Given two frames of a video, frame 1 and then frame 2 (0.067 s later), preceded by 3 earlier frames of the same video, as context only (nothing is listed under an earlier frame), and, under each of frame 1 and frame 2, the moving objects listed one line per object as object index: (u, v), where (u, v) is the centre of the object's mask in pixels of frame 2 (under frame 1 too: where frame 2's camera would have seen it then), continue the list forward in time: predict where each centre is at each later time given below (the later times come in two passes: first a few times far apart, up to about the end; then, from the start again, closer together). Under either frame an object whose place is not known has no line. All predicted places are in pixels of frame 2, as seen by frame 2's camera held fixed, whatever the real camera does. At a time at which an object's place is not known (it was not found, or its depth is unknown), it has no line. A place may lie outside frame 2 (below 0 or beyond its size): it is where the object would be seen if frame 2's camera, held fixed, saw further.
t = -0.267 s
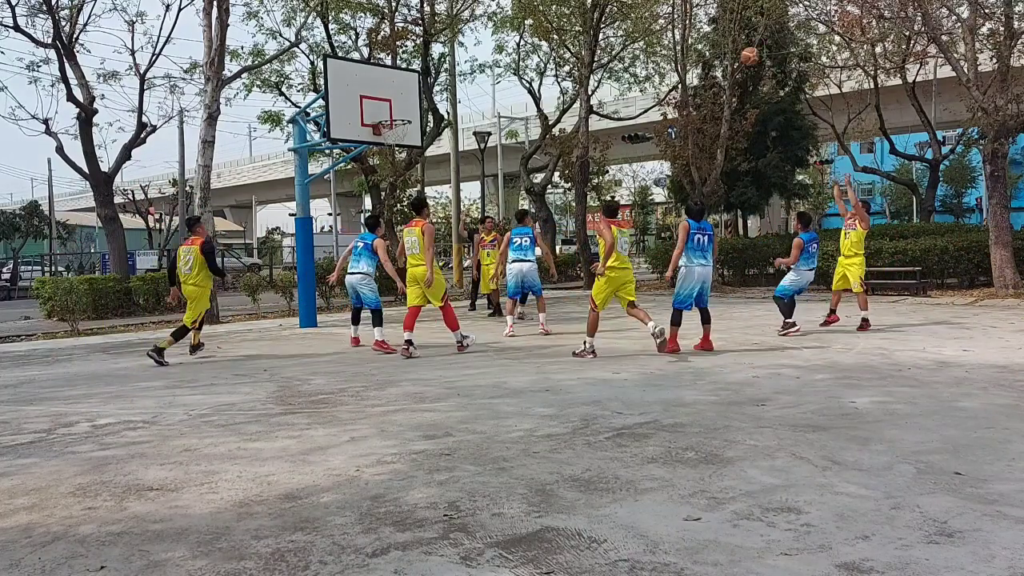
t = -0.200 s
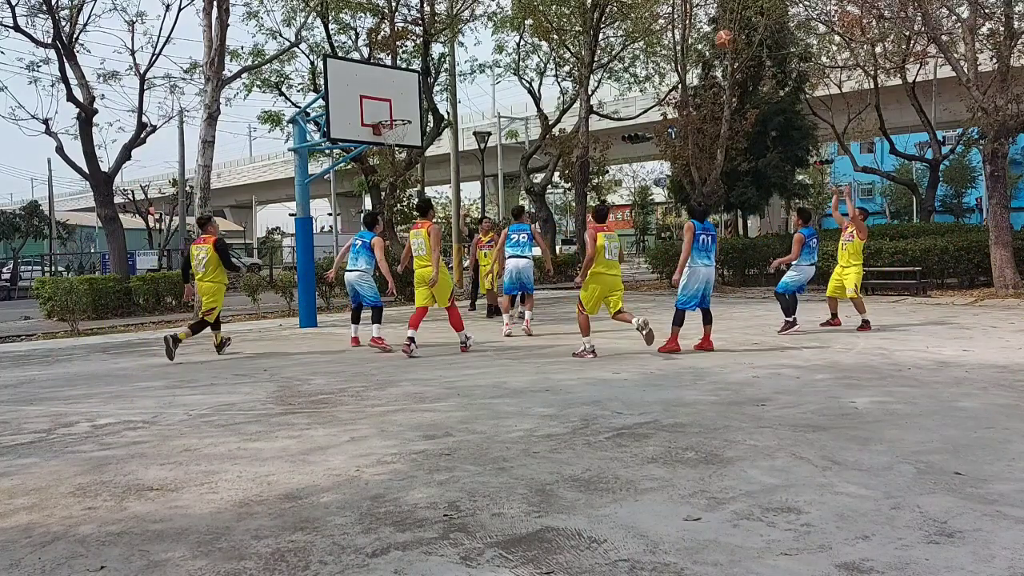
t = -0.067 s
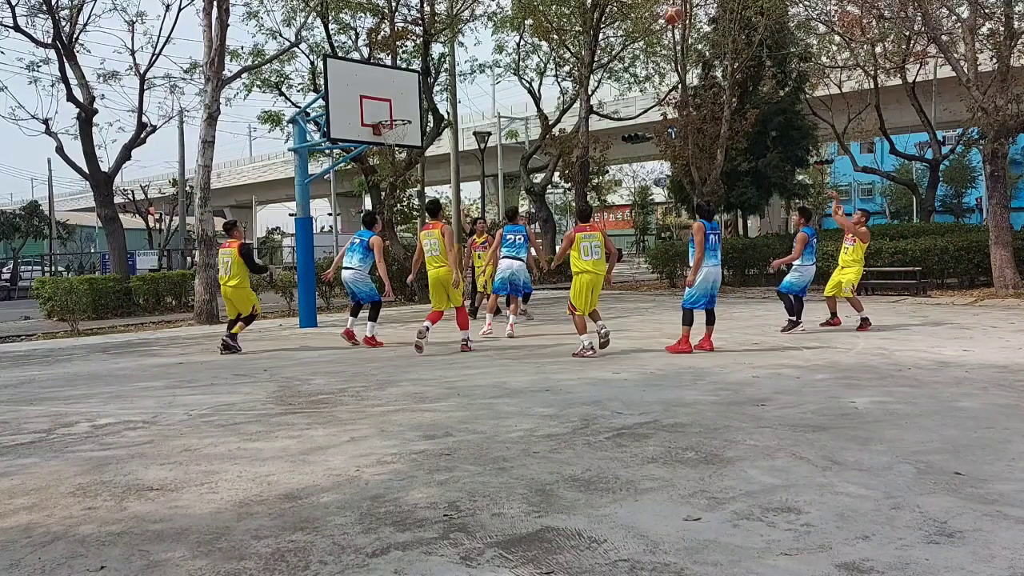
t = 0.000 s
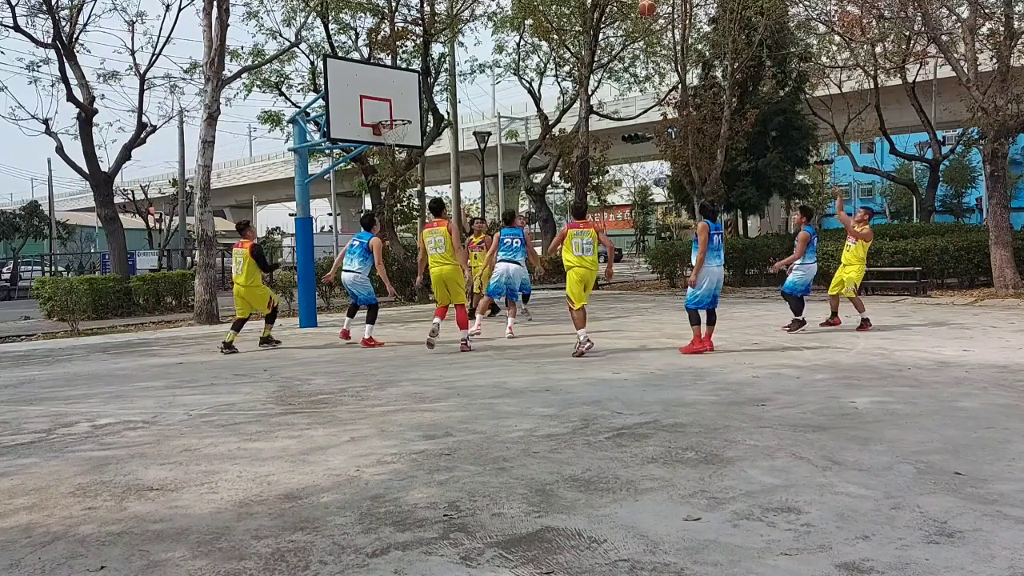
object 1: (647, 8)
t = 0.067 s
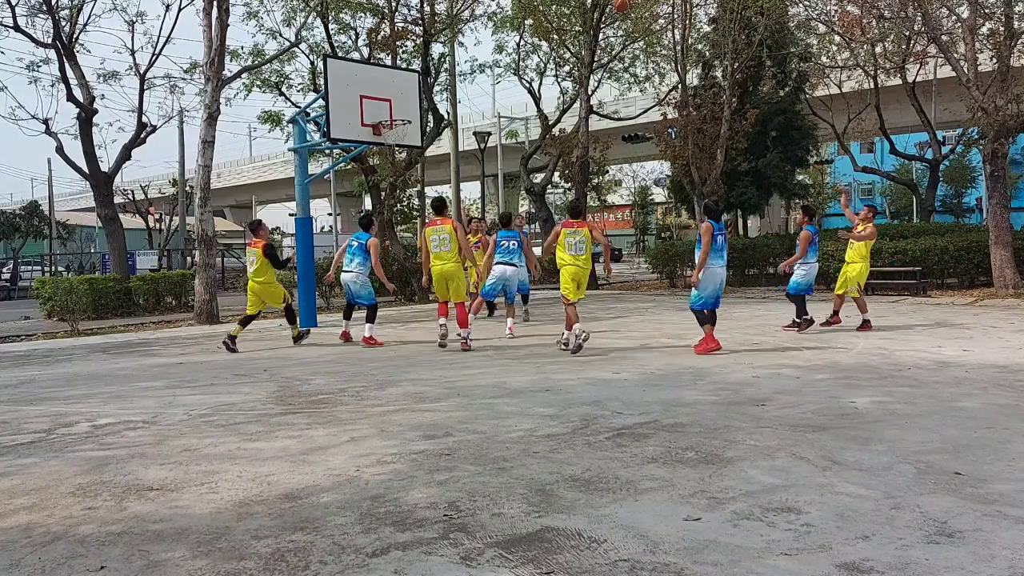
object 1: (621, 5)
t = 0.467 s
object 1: (475, 41)
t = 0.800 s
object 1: (376, 108)
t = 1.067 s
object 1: (372, 107)
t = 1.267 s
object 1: (385, 132)
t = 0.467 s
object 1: (475, 41)
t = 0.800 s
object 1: (376, 108)
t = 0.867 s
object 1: (364, 108)
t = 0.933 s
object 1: (364, 105)
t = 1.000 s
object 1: (368, 104)
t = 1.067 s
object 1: (372, 107)
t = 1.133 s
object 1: (376, 112)
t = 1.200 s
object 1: (381, 121)
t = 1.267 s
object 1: (385, 132)
